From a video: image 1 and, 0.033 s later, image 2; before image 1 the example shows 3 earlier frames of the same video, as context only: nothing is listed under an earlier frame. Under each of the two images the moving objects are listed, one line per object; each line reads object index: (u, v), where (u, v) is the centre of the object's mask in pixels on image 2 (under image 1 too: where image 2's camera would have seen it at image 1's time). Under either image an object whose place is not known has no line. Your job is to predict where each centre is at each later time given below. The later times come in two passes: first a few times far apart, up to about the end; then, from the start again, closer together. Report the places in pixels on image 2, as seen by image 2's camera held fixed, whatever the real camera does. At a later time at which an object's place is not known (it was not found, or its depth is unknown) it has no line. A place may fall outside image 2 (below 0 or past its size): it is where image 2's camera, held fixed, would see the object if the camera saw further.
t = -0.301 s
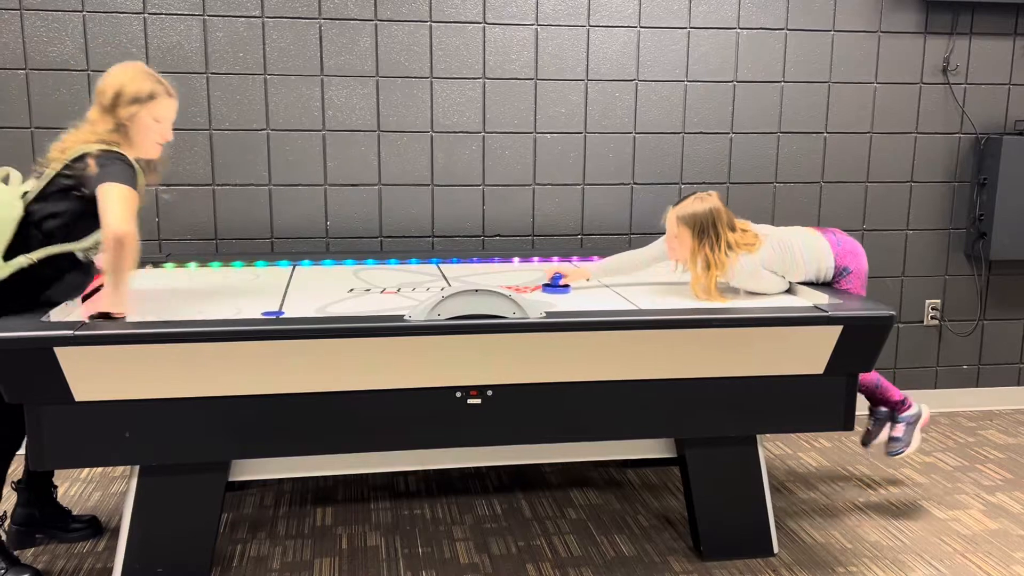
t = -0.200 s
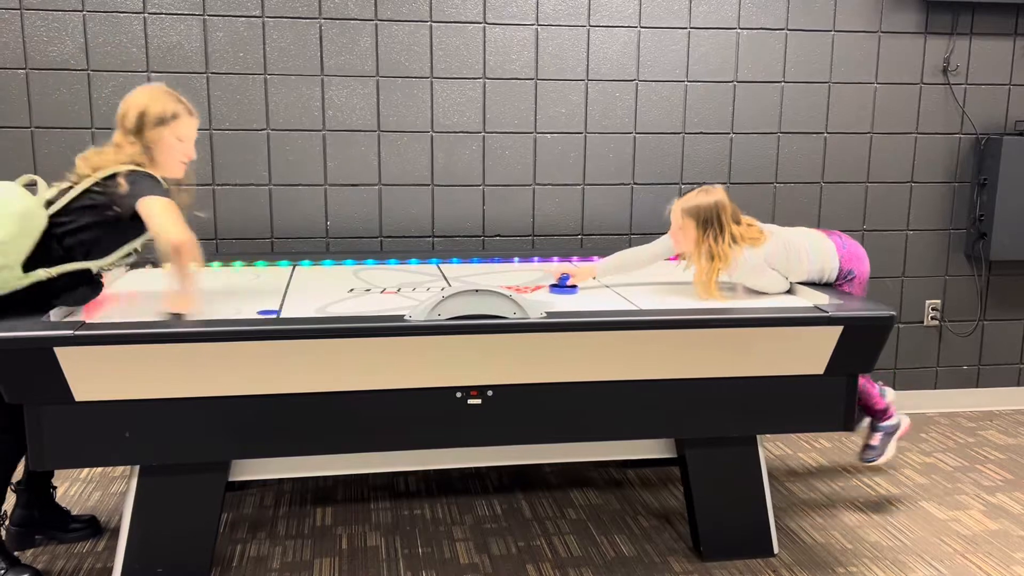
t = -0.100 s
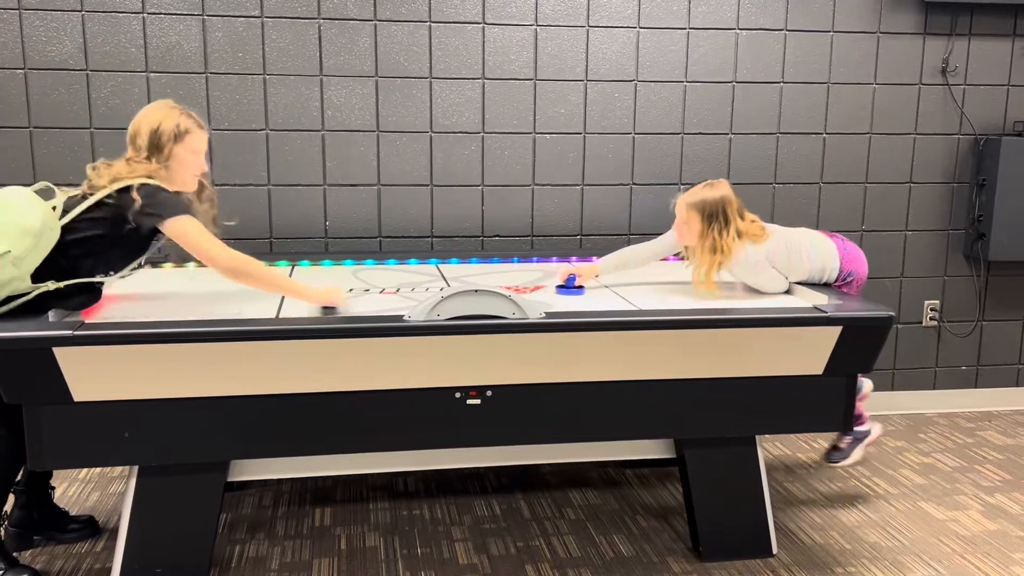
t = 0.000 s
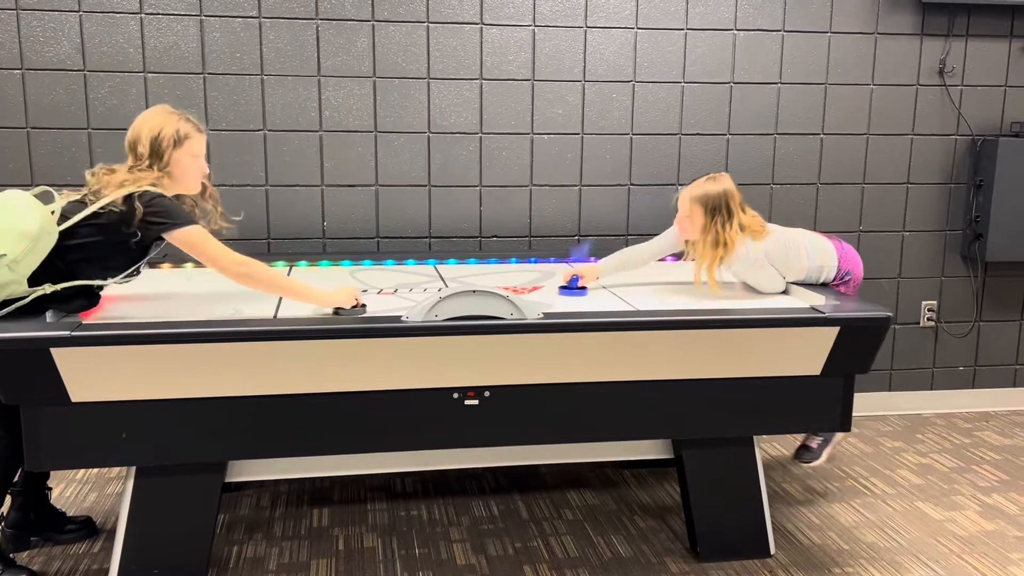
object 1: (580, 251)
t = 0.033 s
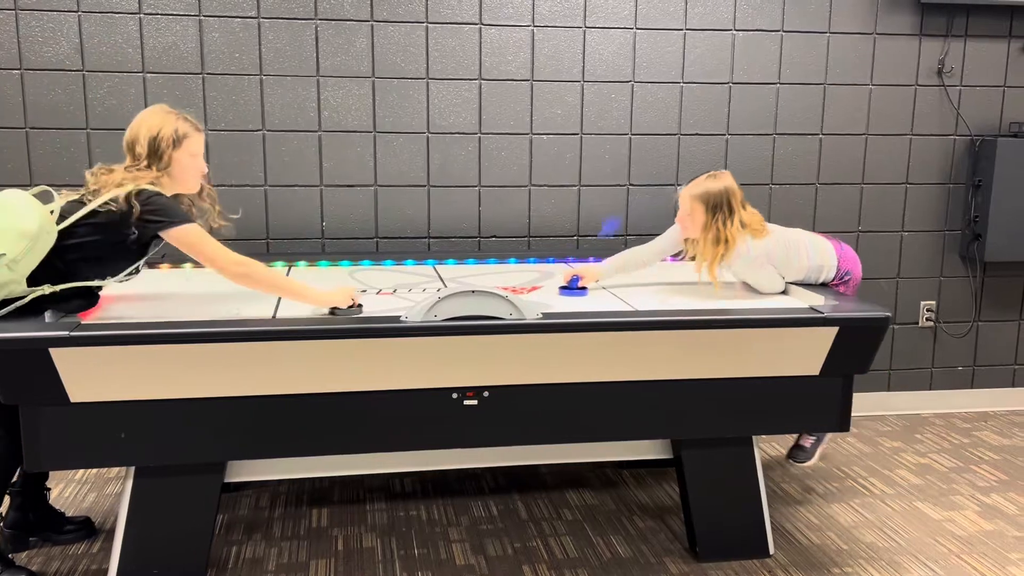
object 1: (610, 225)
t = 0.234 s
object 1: (745, 158)
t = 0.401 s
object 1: (820, 173)
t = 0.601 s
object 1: (929, 256)
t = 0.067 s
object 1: (629, 211)
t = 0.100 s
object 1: (660, 192)
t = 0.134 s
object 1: (677, 181)
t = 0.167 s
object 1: (690, 174)
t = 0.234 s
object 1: (745, 158)
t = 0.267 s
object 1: (760, 159)
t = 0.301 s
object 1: (775, 158)
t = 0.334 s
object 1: (791, 160)
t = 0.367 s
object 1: (805, 165)
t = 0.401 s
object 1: (820, 173)
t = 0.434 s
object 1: (834, 182)
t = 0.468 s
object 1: (844, 191)
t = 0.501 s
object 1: (869, 205)
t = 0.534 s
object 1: (892, 223)
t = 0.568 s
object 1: (906, 236)
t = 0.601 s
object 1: (929, 256)
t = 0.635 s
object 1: (943, 272)
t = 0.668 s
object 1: (963, 300)
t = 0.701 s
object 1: (977, 320)
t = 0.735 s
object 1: (996, 349)
